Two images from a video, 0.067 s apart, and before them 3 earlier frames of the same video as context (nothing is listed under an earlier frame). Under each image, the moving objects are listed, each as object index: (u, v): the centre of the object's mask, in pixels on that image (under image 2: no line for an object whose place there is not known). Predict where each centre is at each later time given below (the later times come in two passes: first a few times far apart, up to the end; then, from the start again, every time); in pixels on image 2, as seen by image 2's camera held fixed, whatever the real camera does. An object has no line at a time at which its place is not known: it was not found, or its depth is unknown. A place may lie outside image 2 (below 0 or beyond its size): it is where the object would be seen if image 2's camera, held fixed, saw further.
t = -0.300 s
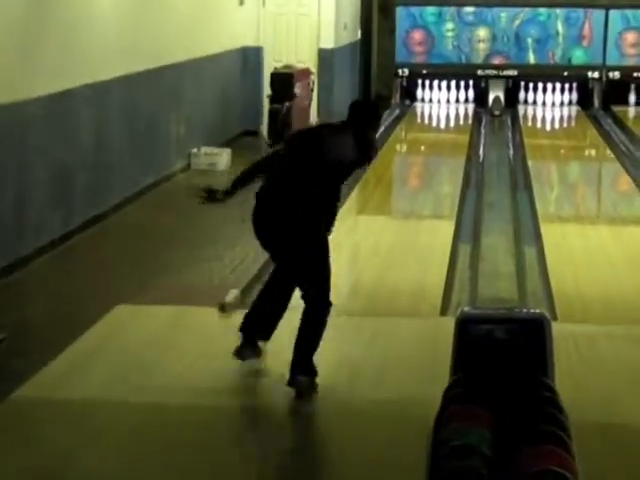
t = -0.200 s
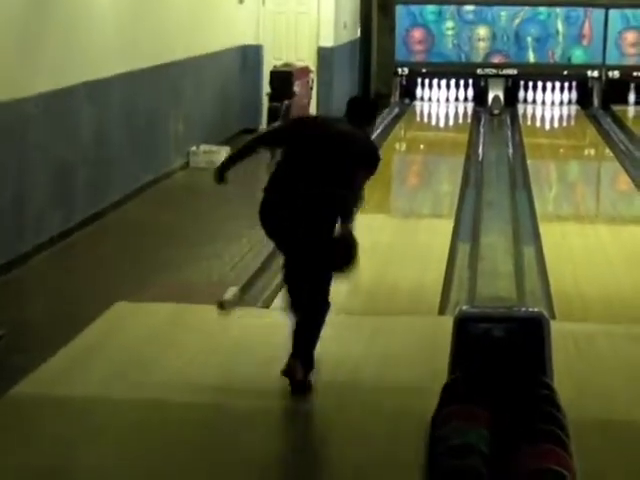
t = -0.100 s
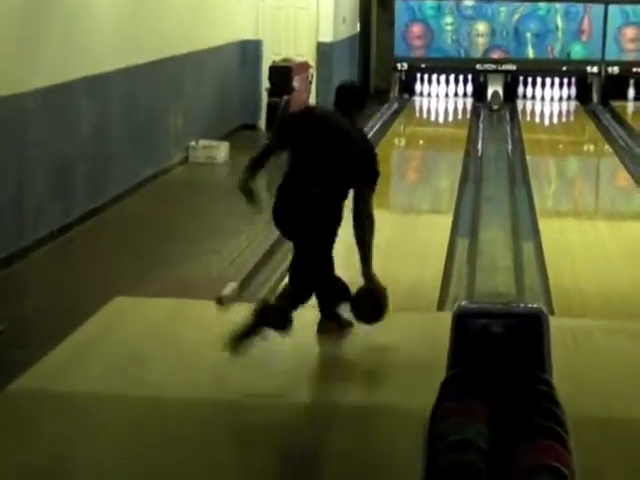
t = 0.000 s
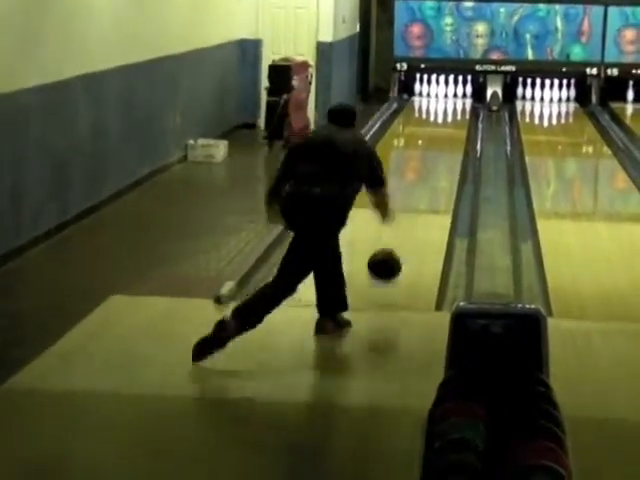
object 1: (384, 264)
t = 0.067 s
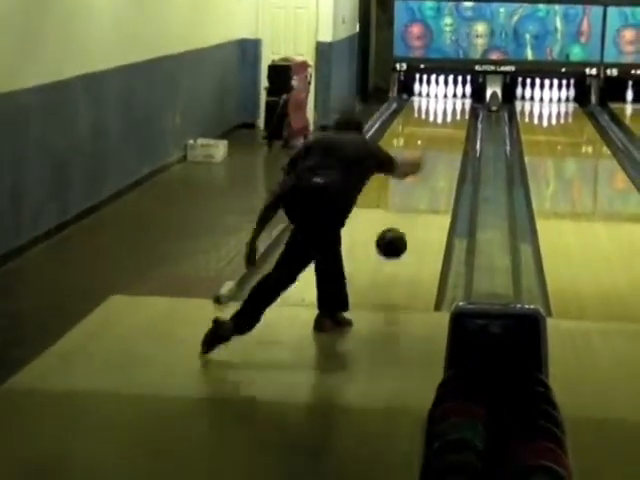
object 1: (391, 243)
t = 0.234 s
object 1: (405, 222)
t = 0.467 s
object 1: (420, 180)
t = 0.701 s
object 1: (430, 151)
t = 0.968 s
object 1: (438, 127)
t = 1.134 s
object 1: (441, 115)
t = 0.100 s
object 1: (394, 236)
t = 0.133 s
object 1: (397, 230)
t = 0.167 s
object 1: (400, 226)
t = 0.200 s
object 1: (403, 223)
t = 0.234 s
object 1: (405, 222)
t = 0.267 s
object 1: (408, 215)
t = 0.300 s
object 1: (410, 209)
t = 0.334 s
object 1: (412, 202)
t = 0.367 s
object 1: (414, 196)
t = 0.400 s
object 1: (416, 191)
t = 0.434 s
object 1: (418, 186)
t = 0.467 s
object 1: (420, 180)
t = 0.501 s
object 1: (421, 175)
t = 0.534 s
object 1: (423, 171)
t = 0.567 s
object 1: (424, 167)
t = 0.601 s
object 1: (426, 162)
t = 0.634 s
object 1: (427, 159)
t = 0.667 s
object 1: (428, 154)
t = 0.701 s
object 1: (430, 151)
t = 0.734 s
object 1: (431, 148)
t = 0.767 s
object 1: (432, 145)
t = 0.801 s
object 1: (433, 141)
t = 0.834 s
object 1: (434, 138)
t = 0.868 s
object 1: (435, 136)
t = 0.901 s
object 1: (436, 133)
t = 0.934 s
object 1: (437, 130)
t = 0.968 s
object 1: (438, 127)
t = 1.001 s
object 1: (438, 125)
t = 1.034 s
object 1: (439, 122)
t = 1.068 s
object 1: (440, 121)
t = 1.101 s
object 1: (441, 118)
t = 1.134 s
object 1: (441, 115)
